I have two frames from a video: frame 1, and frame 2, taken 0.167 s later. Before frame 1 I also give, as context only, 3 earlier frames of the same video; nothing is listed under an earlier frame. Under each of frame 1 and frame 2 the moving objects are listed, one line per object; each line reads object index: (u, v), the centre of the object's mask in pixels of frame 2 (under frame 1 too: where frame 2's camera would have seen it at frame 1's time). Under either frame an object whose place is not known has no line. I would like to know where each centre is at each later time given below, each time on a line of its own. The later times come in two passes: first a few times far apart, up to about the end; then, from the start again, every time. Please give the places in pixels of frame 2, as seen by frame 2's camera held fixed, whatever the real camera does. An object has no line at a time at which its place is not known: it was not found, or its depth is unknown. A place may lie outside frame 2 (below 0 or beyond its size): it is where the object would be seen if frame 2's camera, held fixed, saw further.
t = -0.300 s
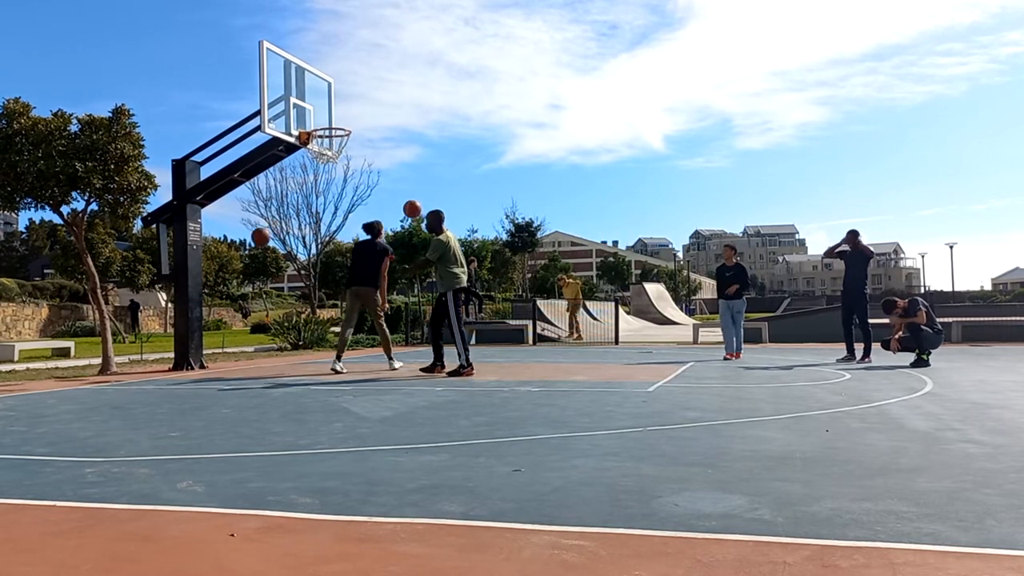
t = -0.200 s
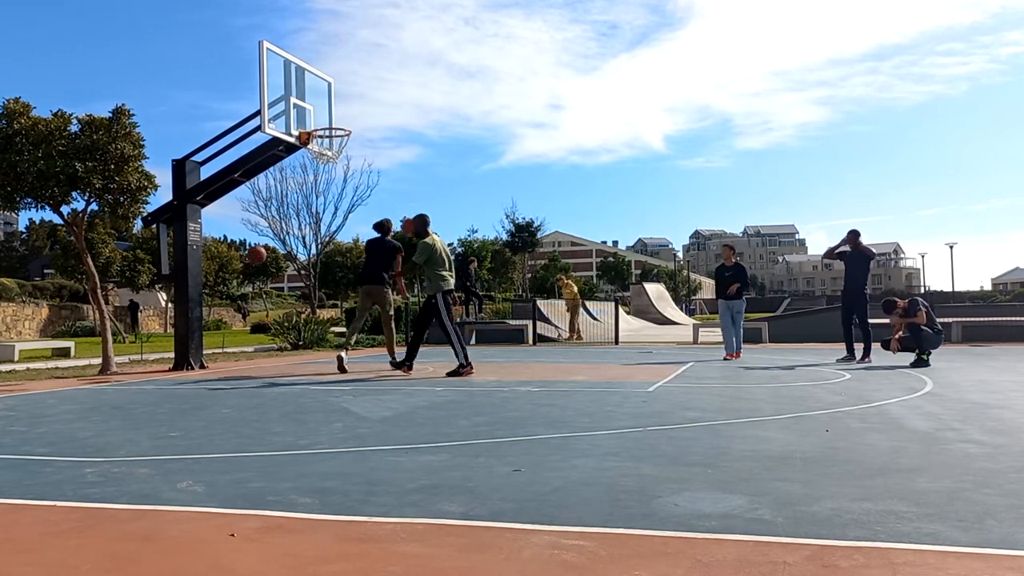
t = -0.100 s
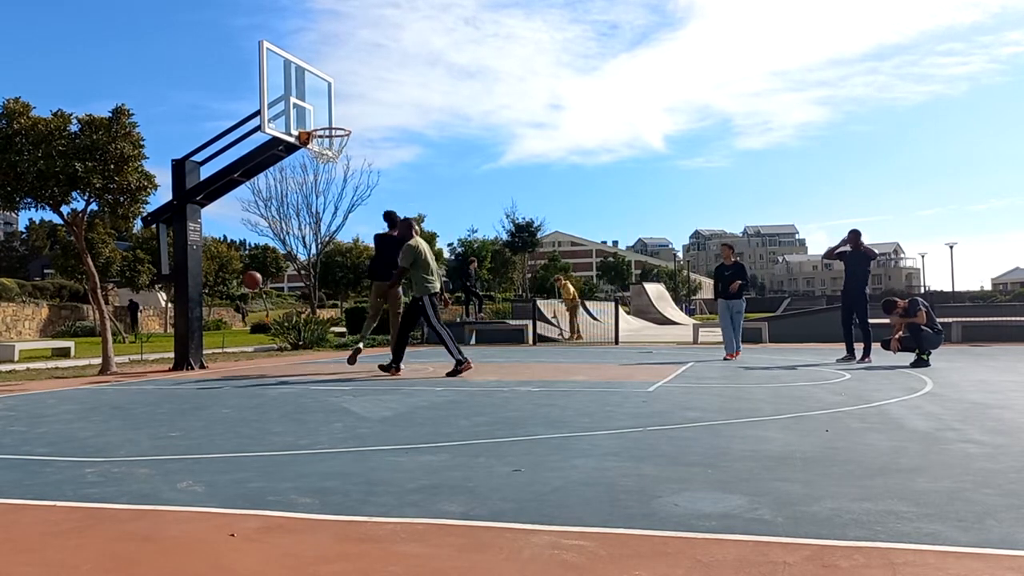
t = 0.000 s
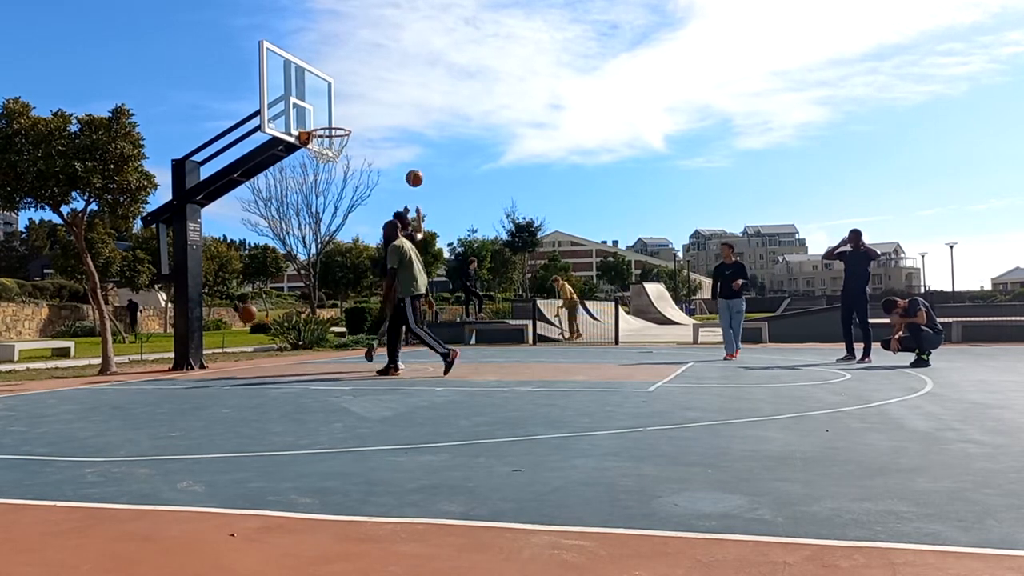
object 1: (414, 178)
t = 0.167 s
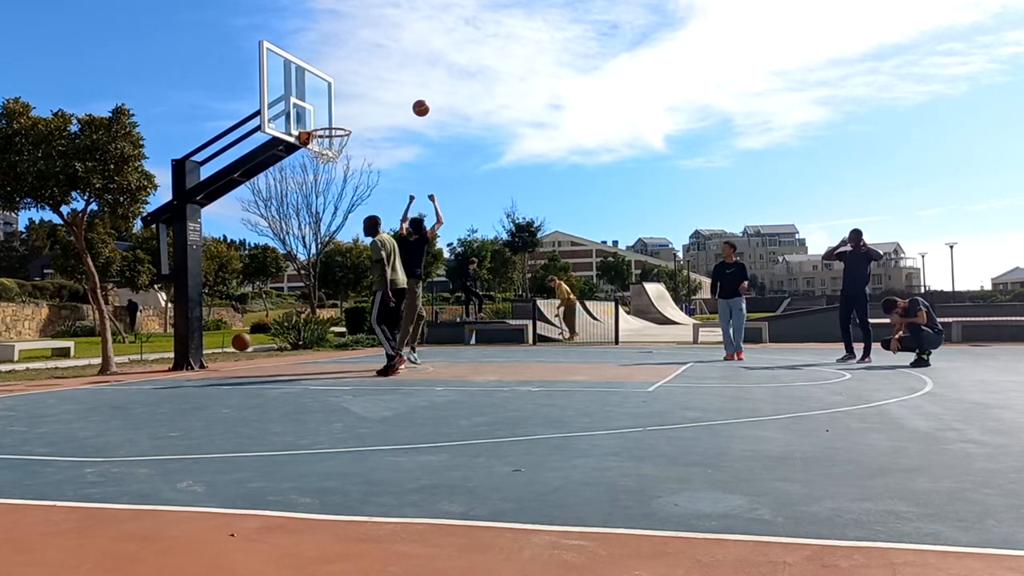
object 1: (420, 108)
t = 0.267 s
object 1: (424, 76)
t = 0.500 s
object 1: (434, 32)
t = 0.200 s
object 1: (422, 96)
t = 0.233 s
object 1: (423, 86)
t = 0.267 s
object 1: (424, 76)
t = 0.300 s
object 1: (425, 68)
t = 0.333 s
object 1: (427, 60)
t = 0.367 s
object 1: (428, 52)
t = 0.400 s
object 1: (429, 46)
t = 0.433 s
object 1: (431, 41)
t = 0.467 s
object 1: (432, 36)
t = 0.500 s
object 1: (434, 32)
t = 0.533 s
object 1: (435, 29)
